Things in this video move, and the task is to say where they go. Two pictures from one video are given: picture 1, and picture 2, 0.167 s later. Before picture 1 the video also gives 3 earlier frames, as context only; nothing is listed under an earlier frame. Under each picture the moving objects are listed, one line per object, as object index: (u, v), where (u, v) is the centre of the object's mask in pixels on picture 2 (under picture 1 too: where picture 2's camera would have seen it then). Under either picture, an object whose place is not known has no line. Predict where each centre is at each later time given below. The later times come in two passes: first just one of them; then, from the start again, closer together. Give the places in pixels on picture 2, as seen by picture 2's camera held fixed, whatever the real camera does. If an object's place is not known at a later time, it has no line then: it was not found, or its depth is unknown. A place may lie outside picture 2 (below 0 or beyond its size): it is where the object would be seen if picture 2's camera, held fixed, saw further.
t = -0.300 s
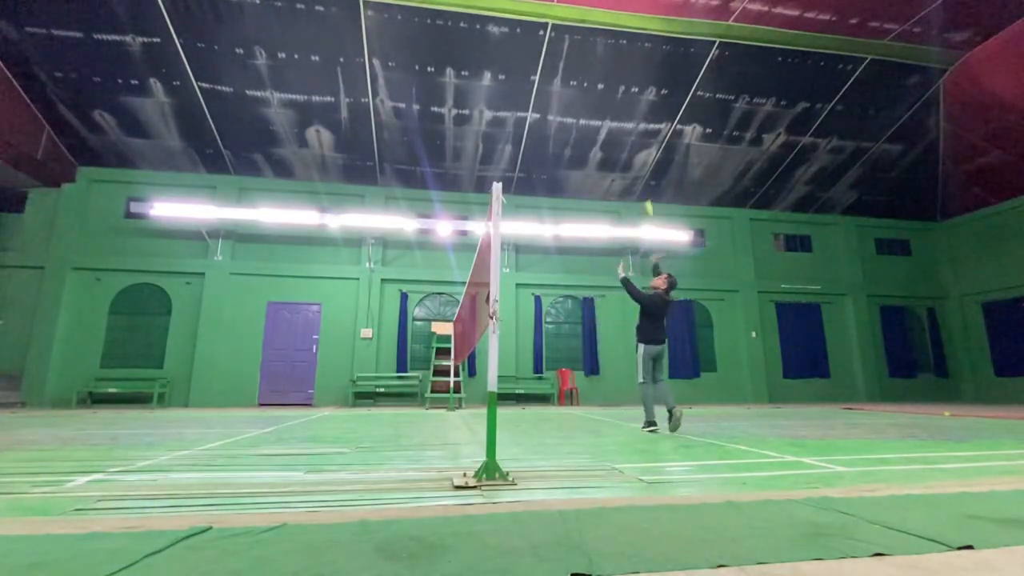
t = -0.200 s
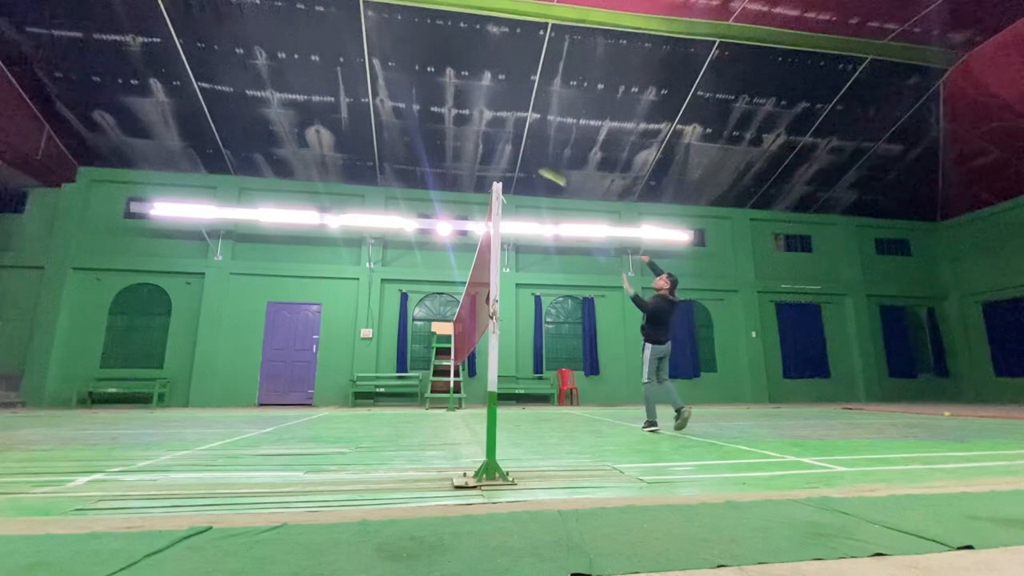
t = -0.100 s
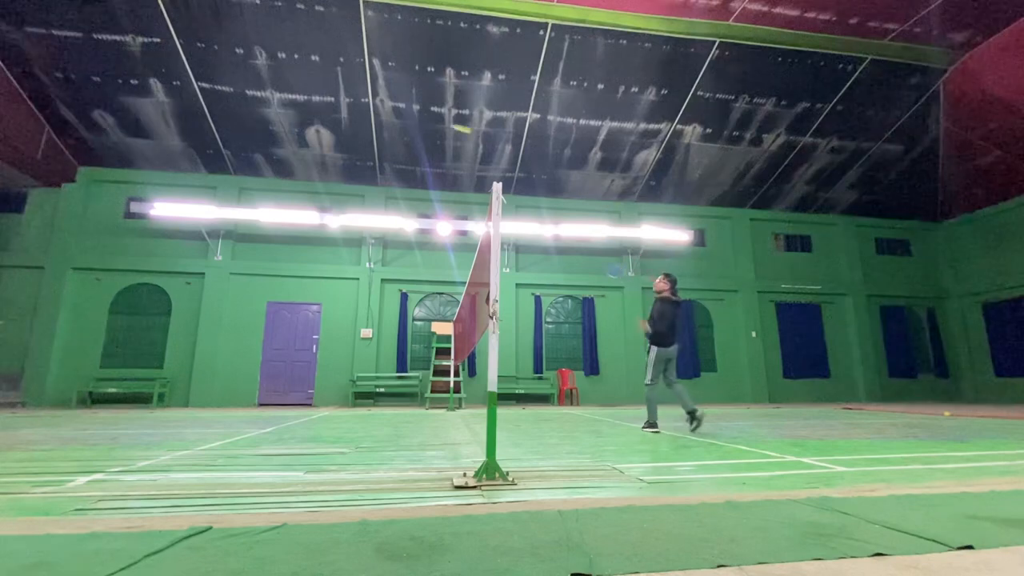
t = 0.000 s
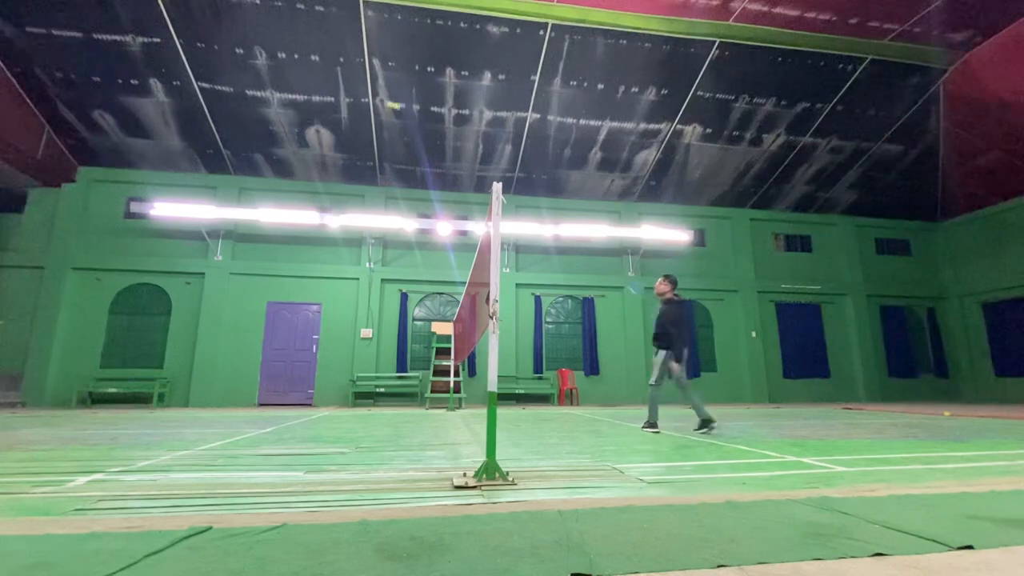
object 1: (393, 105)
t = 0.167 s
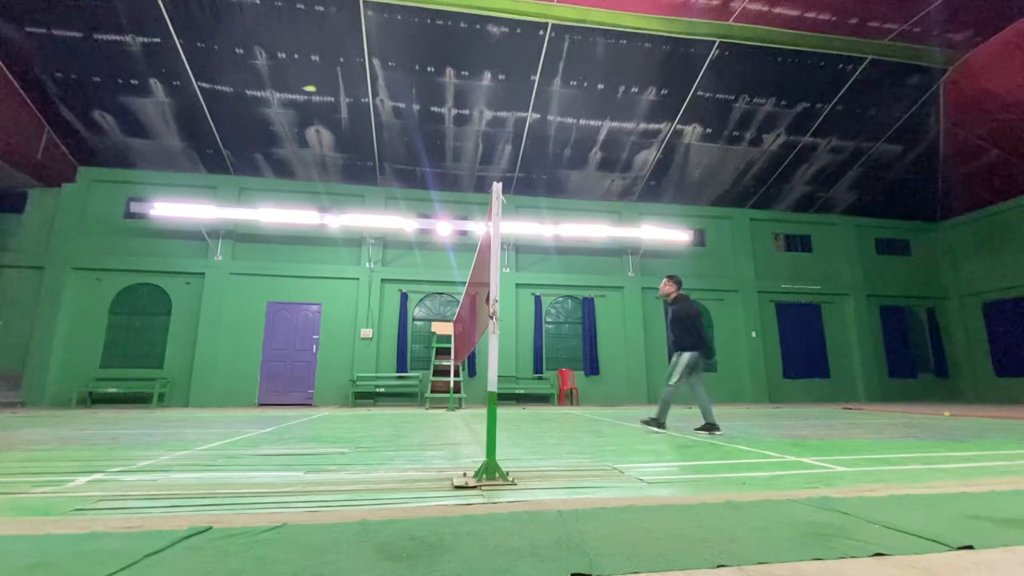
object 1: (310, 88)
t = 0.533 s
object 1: (186, 125)
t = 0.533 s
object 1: (186, 125)
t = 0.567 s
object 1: (178, 132)
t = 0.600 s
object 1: (169, 139)
